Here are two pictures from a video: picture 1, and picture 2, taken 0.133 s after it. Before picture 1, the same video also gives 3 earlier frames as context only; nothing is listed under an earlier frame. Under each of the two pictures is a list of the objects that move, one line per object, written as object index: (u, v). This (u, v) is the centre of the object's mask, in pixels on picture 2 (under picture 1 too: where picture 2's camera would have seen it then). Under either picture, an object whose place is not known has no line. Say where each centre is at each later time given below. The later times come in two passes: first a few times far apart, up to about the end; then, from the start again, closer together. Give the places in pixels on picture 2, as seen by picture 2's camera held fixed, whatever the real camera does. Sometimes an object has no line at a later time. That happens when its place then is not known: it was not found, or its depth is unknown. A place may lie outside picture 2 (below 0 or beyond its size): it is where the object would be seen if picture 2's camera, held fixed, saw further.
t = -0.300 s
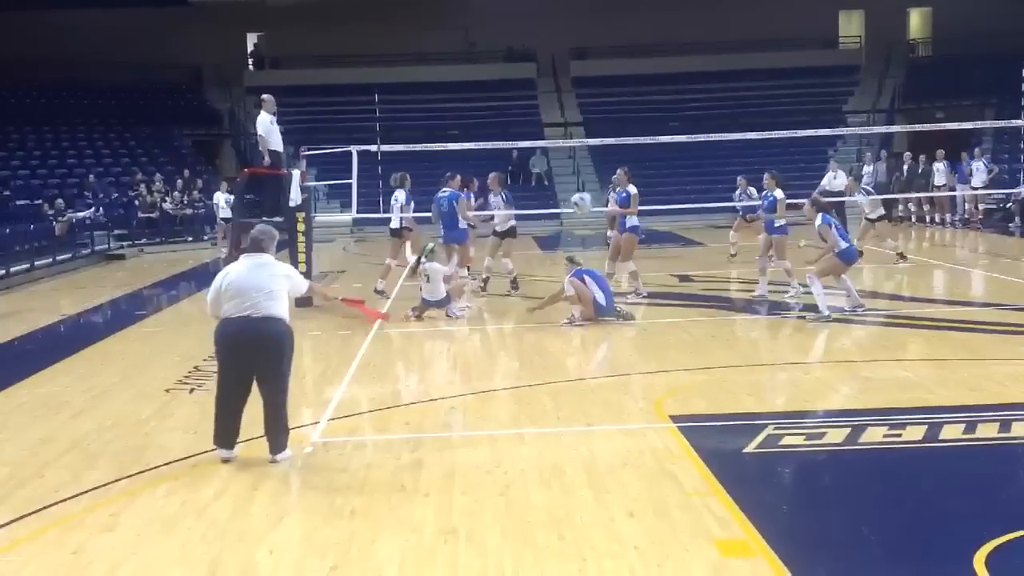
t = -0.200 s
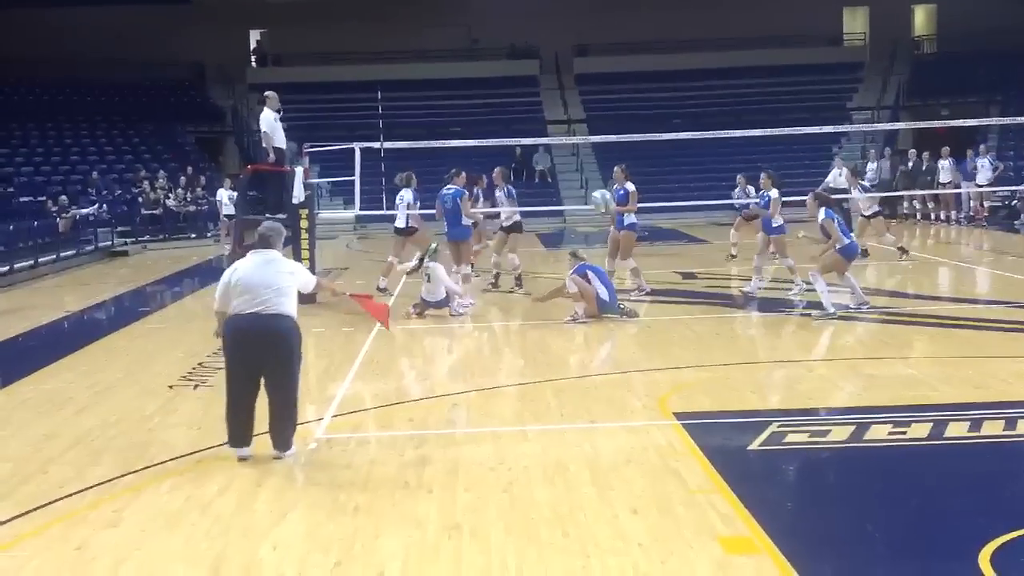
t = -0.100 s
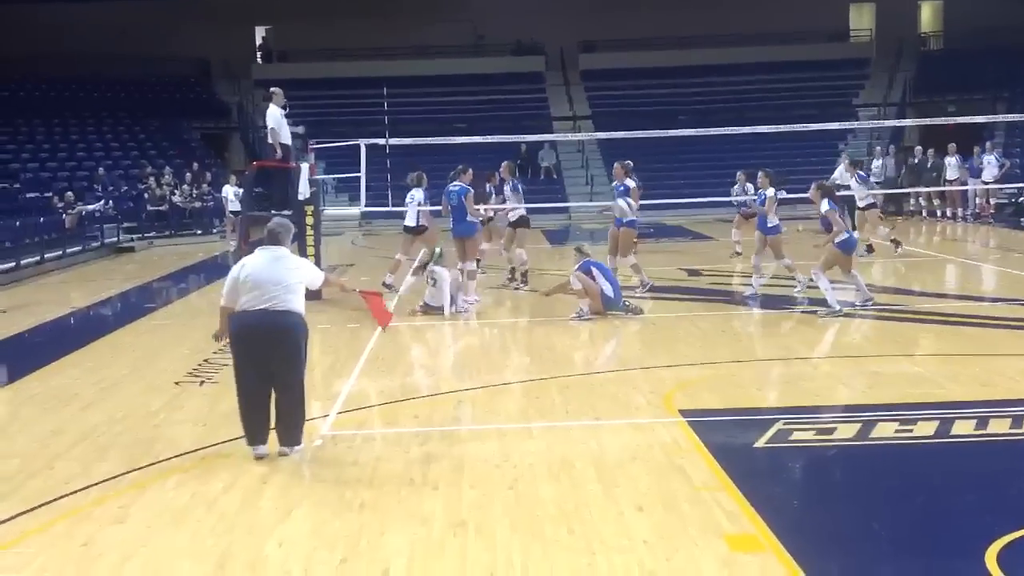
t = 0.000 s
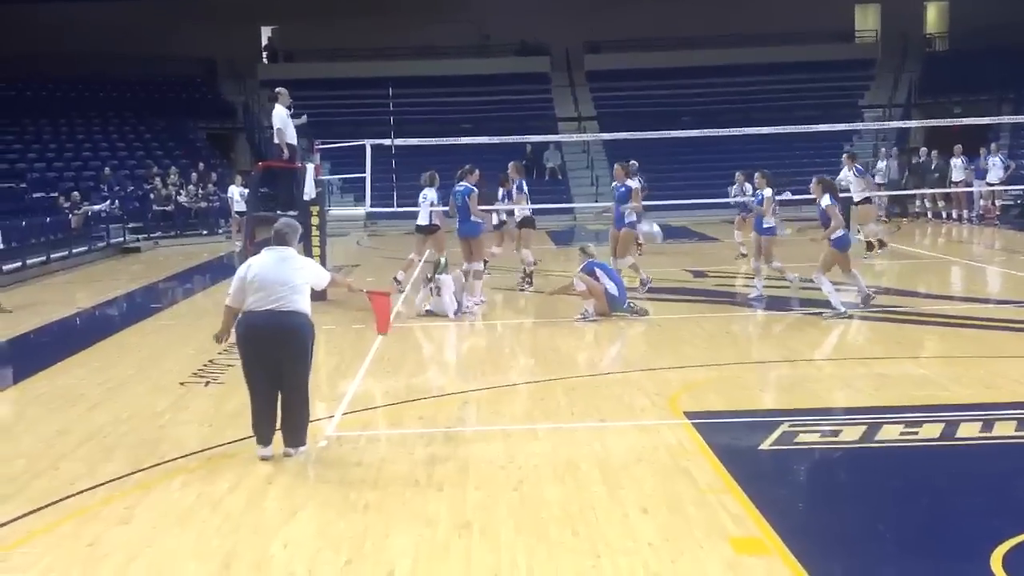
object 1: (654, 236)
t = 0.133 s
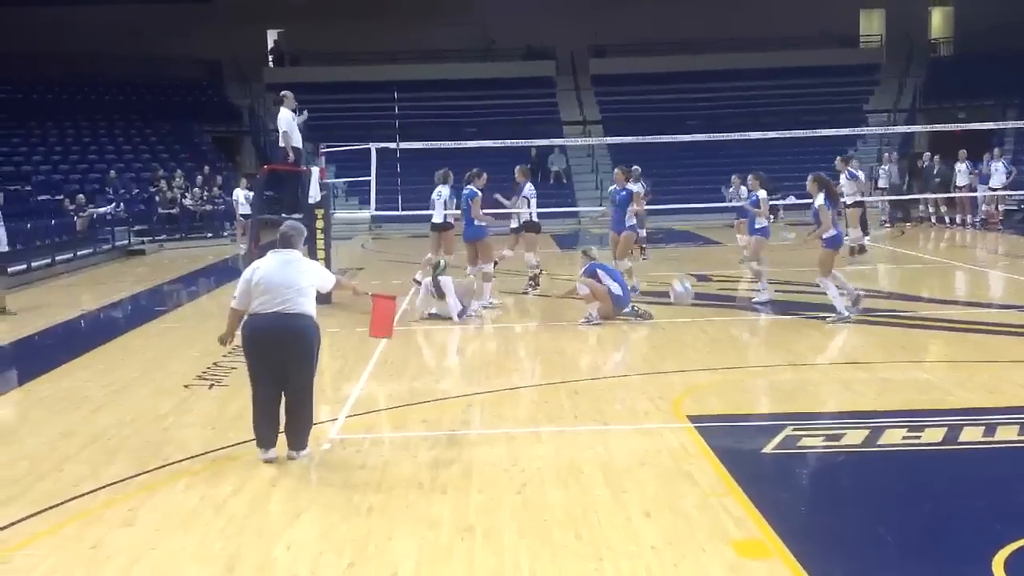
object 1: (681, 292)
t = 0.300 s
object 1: (720, 397)
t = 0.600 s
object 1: (804, 317)
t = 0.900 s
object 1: (915, 360)
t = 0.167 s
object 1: (689, 308)
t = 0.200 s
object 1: (696, 328)
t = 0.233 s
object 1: (704, 350)
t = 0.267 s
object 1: (710, 373)
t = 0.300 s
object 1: (720, 397)
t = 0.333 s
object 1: (728, 385)
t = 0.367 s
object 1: (737, 372)
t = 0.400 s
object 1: (745, 361)
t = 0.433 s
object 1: (754, 350)
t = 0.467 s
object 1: (764, 341)
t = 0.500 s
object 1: (772, 333)
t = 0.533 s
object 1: (784, 326)
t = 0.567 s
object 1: (793, 321)
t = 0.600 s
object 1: (804, 317)
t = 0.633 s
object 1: (814, 315)
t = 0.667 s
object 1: (825, 314)
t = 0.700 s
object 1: (836, 315)
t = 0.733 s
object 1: (848, 318)
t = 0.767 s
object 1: (862, 321)
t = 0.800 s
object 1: (874, 328)
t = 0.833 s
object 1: (888, 336)
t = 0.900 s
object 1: (915, 360)
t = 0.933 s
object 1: (931, 375)
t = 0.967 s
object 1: (945, 392)
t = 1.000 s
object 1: (960, 412)
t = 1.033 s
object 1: (977, 437)
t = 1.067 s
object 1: (995, 463)
